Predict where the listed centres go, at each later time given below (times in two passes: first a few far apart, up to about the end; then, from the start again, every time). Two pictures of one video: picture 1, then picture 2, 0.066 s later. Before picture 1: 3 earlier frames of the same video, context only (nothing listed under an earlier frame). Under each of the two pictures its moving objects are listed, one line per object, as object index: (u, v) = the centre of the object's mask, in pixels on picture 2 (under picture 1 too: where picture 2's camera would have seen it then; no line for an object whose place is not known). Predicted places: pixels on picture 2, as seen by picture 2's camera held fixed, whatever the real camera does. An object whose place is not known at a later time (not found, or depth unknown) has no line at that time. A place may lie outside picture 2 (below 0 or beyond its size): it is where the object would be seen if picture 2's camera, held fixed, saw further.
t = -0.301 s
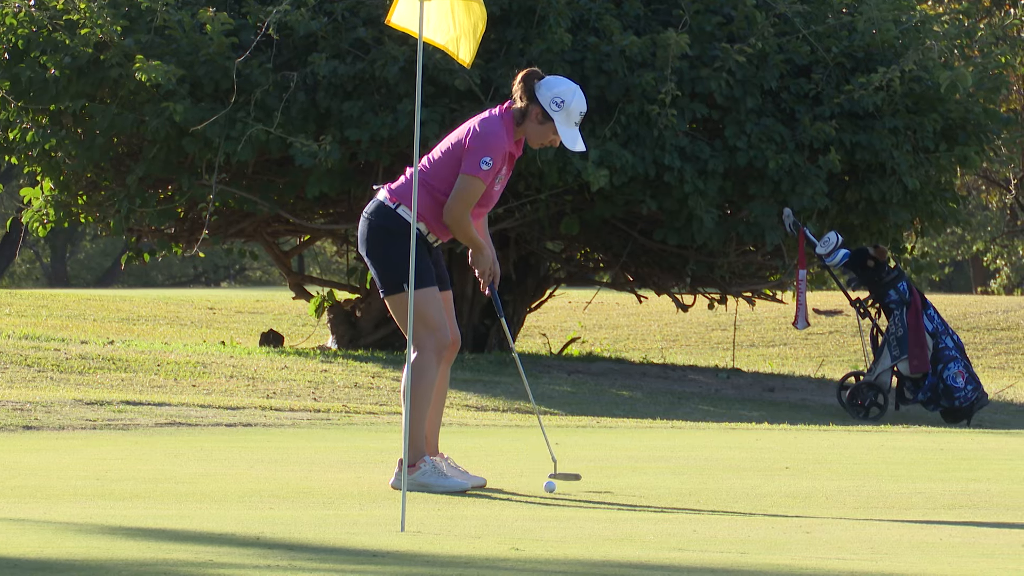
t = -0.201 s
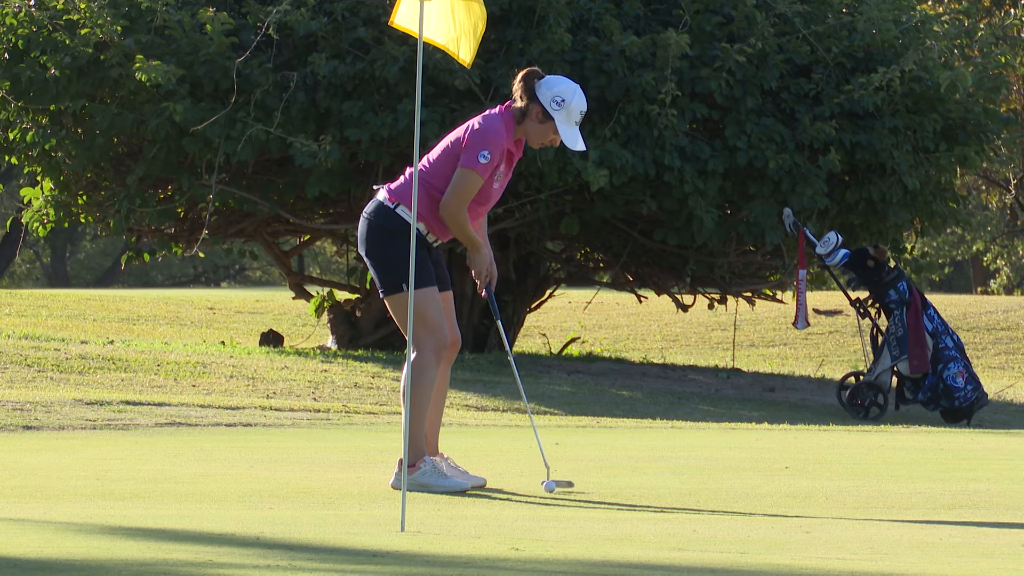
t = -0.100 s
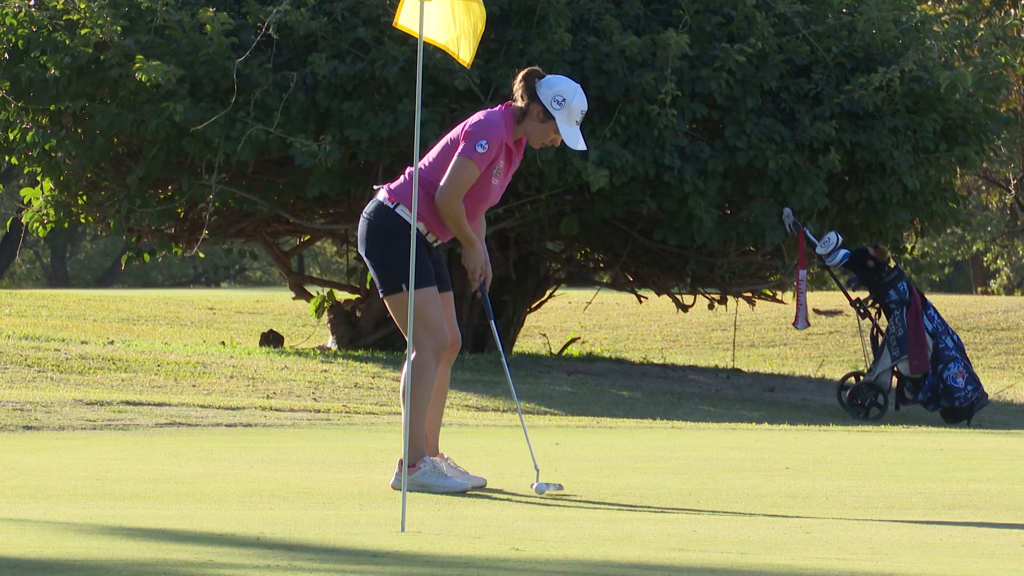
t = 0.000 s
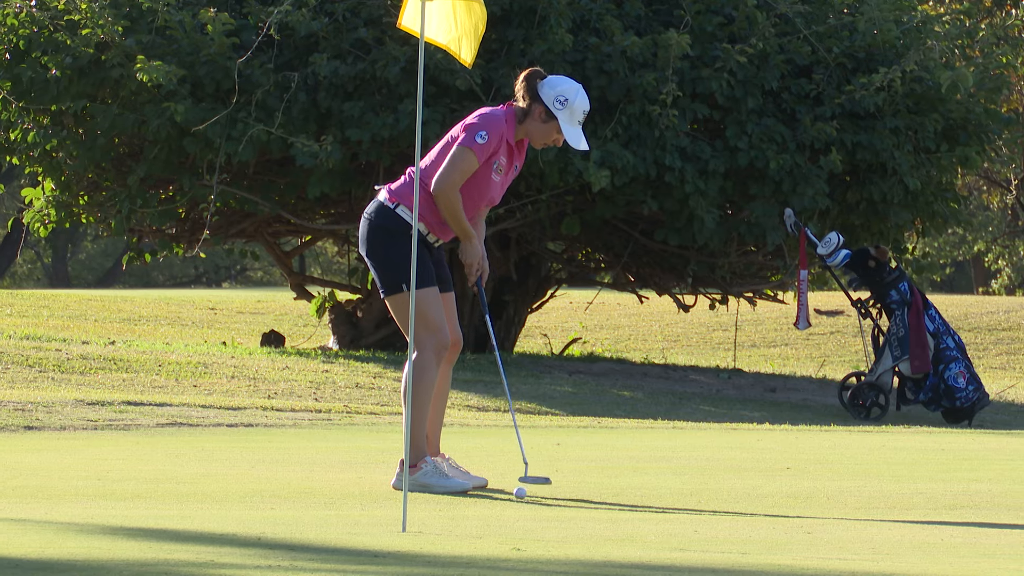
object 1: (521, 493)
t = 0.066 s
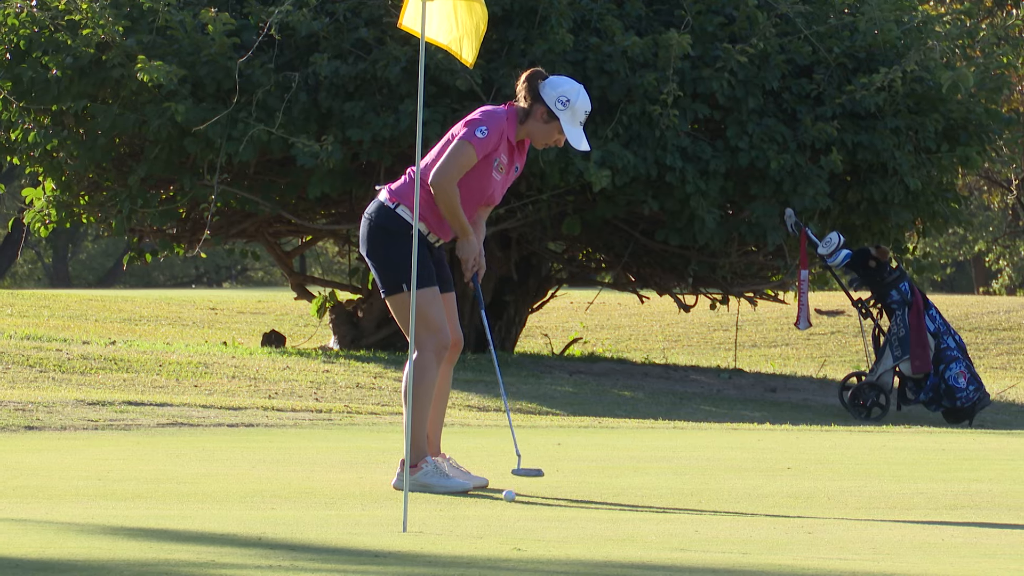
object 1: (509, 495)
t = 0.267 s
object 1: (481, 500)
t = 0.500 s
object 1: (454, 505)
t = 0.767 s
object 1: (429, 506)
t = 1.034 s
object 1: (407, 507)
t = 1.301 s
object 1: (384, 509)
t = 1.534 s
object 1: (367, 511)
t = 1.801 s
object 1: (351, 513)
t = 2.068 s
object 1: (342, 515)
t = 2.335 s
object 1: (339, 517)
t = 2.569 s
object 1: (343, 518)
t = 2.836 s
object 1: (354, 519)
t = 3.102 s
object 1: (361, 520)
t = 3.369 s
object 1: (367, 520)
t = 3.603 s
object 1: (368, 520)
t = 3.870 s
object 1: (368, 520)
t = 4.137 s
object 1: (368, 520)
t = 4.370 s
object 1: (368, 520)
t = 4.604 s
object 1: (368, 520)
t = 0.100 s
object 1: (504, 495)
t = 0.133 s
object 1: (499, 496)
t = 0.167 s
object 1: (494, 499)
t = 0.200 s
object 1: (490, 497)
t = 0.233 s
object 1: (486, 500)
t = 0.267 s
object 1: (481, 500)
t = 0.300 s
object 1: (477, 501)
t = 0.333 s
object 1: (472, 502)
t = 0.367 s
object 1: (469, 501)
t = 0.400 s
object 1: (466, 503)
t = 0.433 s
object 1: (462, 503)
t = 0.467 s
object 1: (458, 502)
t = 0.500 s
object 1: (454, 505)
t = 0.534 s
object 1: (451, 505)
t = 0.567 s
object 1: (447, 504)
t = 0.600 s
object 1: (444, 506)
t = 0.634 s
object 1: (441, 505)
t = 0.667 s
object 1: (437, 507)
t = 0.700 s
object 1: (435, 505)
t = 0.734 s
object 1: (432, 506)
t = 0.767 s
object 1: (429, 506)
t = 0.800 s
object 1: (426, 507)
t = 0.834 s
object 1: (423, 506)
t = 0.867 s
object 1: (420, 507)
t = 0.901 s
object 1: (417, 506)
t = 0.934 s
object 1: (414, 507)
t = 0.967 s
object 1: (412, 506)
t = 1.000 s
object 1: (411, 507)
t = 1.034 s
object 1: (407, 507)
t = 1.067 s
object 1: (401, 507)
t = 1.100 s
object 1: (398, 508)
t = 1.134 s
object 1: (397, 508)
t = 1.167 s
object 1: (394, 508)
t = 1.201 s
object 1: (391, 508)
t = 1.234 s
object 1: (389, 509)
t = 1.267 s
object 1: (386, 509)
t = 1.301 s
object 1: (384, 509)
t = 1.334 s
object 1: (381, 509)
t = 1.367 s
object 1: (379, 510)
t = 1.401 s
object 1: (376, 510)
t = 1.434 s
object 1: (374, 510)
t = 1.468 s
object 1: (372, 511)
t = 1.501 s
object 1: (369, 511)
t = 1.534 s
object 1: (367, 511)
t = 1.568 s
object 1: (365, 511)
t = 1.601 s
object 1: (363, 512)
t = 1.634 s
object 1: (360, 512)
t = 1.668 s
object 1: (358, 513)
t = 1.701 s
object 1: (356, 511)
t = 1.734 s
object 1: (355, 513)
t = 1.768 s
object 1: (353, 512)
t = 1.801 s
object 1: (351, 513)
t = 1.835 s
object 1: (350, 513)
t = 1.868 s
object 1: (348, 513)
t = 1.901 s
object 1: (347, 514)
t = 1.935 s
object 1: (346, 514)
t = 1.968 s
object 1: (344, 514)
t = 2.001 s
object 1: (343, 514)
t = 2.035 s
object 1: (342, 515)
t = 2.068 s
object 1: (342, 515)
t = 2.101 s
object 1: (341, 515)
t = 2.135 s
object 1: (340, 515)
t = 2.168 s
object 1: (340, 515)
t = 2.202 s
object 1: (339, 516)
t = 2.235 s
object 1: (339, 516)
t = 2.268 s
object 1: (339, 516)
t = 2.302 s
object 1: (339, 517)
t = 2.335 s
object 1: (339, 517)
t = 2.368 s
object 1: (339, 517)
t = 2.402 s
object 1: (339, 517)
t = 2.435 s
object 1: (339, 517)
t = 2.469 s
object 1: (340, 517)
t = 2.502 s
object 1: (341, 517)
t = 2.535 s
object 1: (342, 518)
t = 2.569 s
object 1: (343, 518)
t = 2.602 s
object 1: (344, 519)
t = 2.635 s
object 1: (346, 519)
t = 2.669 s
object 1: (347, 519)
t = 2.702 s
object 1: (349, 519)
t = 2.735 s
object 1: (350, 519)
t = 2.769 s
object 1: (351, 519)
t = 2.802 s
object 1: (353, 519)
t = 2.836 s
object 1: (354, 519)
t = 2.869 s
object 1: (355, 520)
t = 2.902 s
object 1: (356, 520)
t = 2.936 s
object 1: (358, 520)
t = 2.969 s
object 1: (359, 520)
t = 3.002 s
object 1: (360, 520)
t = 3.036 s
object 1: (360, 520)
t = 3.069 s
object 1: (361, 520)
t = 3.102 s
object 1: (361, 520)
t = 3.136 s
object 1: (362, 520)
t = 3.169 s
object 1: (363, 520)
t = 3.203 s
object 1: (363, 520)
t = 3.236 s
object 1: (364, 520)
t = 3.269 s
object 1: (366, 520)
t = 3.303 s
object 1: (366, 520)
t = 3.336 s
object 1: (367, 520)
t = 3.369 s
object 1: (367, 520)
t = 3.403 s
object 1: (368, 520)
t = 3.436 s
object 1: (368, 520)
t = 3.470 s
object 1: (368, 520)
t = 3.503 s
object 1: (368, 520)
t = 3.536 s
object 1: (368, 520)
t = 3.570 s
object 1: (368, 520)
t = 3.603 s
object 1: (368, 520)
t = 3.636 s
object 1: (368, 520)
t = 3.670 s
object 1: (368, 520)
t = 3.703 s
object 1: (368, 520)
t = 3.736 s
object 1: (368, 520)
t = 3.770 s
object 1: (368, 520)
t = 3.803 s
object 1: (368, 520)
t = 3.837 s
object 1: (368, 520)
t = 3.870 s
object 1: (368, 520)
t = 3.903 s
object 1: (368, 520)
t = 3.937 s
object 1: (368, 520)
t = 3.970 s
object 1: (368, 520)
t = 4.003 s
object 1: (368, 520)
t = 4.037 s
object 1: (368, 520)
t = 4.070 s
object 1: (368, 520)
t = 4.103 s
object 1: (368, 520)
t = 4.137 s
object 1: (368, 520)
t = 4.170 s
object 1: (368, 520)
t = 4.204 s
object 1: (368, 520)
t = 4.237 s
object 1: (368, 520)
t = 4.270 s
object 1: (368, 520)
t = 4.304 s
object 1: (368, 520)
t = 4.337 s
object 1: (368, 520)
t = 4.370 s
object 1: (368, 520)
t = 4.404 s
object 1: (368, 520)
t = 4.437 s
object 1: (368, 520)
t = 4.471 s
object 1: (368, 520)
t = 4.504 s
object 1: (368, 520)
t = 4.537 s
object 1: (368, 520)
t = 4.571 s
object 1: (368, 520)
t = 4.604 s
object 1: (368, 520)
